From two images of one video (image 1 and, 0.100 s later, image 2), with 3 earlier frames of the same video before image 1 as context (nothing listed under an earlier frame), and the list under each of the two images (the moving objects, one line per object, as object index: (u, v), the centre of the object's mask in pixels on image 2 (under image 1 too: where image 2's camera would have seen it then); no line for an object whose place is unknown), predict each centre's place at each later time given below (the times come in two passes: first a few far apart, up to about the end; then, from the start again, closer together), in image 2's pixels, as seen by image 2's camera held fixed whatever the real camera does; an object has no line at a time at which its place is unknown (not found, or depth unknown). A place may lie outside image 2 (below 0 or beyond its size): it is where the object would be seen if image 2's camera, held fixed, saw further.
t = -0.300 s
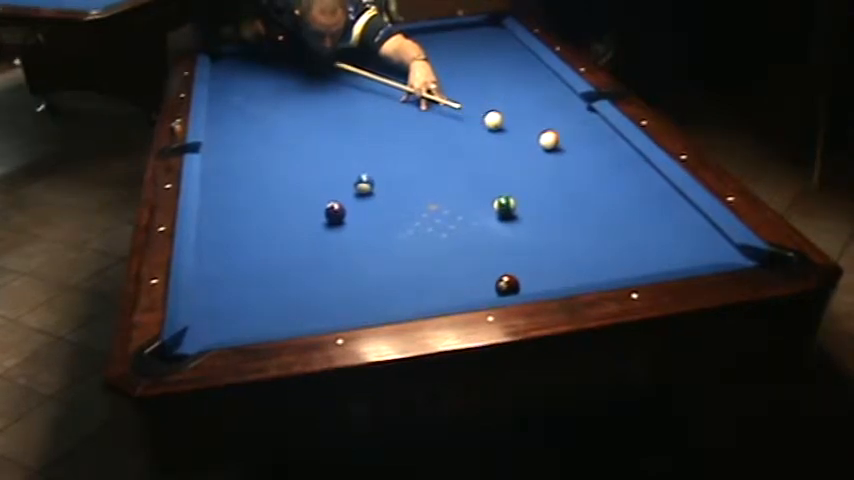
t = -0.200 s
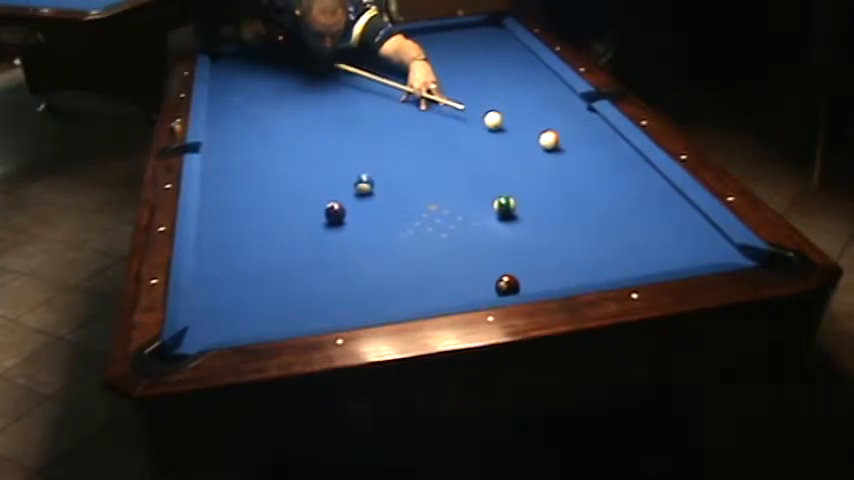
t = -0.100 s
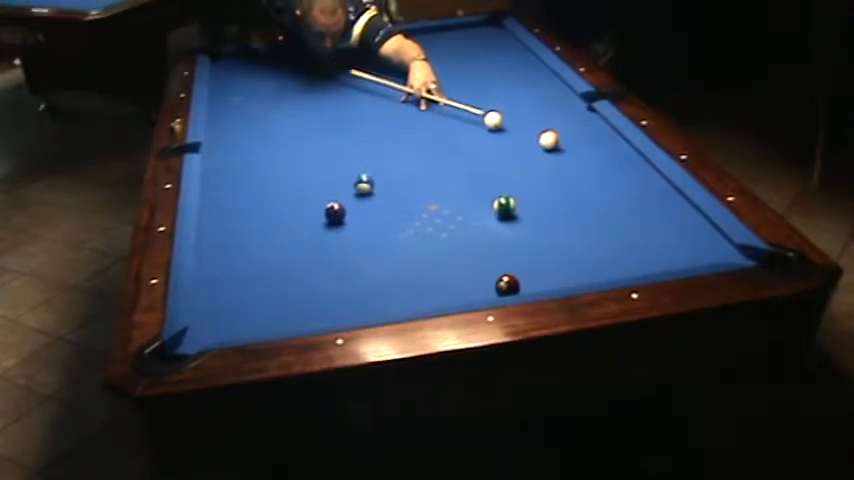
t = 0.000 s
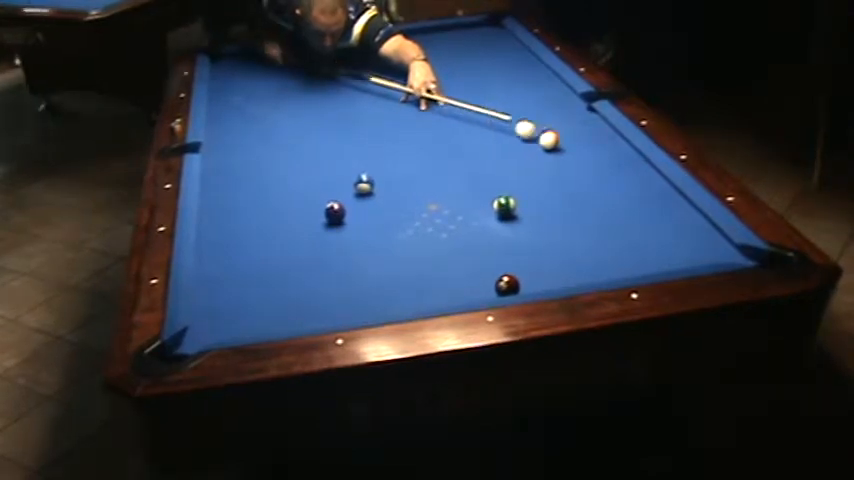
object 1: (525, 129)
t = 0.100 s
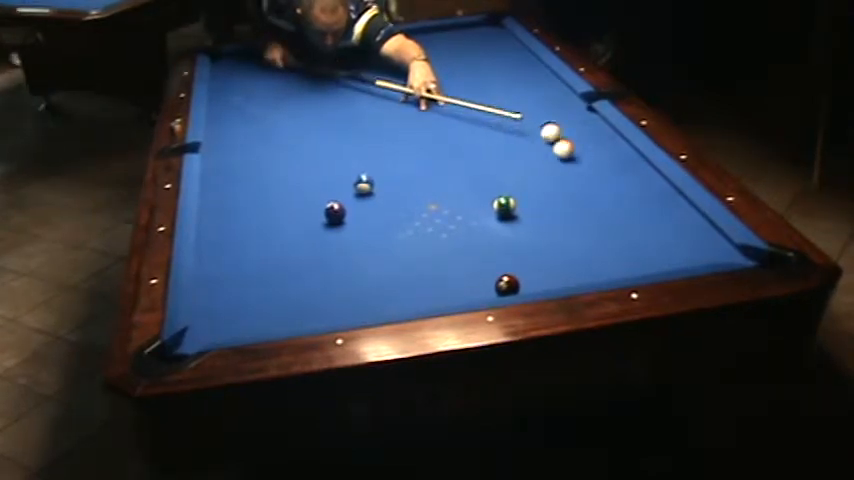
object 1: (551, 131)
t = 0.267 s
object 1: (583, 132)
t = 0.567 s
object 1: (597, 137)
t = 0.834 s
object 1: (577, 144)
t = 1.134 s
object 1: (555, 150)
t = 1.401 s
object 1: (537, 156)
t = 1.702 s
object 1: (518, 162)
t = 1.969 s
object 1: (502, 167)
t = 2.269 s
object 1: (485, 172)
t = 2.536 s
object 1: (472, 176)
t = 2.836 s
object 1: (459, 180)
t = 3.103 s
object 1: (450, 183)
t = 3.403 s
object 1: (440, 185)
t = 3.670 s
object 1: (434, 187)
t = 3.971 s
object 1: (429, 189)
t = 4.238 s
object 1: (427, 190)
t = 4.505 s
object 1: (425, 190)
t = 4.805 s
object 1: (425, 190)
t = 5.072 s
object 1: (425, 190)
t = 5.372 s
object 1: (425, 190)
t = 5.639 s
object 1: (425, 190)
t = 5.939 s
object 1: (425, 190)
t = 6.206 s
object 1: (425, 190)
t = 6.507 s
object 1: (425, 190)
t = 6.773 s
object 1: (425, 190)
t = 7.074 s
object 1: (425, 190)
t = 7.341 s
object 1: (425, 190)
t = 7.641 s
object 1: (425, 190)
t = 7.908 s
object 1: (425, 190)
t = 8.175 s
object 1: (425, 190)
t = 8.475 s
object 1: (425, 190)
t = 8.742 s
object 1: (425, 190)
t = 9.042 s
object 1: (425, 190)
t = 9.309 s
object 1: (425, 190)
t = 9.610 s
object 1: (425, 190)
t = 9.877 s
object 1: (425, 190)
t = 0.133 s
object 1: (557, 131)
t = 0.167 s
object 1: (563, 131)
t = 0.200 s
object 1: (569, 132)
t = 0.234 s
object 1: (576, 132)
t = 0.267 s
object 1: (583, 132)
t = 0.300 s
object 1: (590, 132)
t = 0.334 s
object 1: (597, 132)
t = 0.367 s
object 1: (605, 133)
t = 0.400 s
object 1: (610, 133)
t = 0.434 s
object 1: (607, 134)
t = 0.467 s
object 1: (605, 135)
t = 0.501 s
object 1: (602, 135)
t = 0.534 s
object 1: (598, 136)
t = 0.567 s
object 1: (597, 137)
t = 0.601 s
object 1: (594, 138)
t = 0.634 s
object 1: (592, 139)
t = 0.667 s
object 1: (589, 140)
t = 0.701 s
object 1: (587, 141)
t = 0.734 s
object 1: (585, 141)
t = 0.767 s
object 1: (582, 143)
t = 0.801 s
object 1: (580, 144)
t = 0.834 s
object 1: (577, 144)
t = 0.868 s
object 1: (575, 145)
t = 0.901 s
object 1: (572, 146)
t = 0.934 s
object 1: (569, 146)
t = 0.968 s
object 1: (567, 147)
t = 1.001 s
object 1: (565, 148)
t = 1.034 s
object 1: (562, 148)
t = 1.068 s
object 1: (560, 149)
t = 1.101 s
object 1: (558, 150)
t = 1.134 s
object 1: (555, 150)
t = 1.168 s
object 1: (553, 151)
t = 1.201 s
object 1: (551, 152)
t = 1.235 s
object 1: (549, 153)
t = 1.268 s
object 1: (546, 154)
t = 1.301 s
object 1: (544, 155)
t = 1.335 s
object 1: (542, 155)
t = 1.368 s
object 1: (539, 156)
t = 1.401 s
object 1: (537, 156)
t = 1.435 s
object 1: (535, 157)
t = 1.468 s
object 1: (533, 158)
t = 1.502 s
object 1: (531, 158)
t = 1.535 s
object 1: (529, 159)
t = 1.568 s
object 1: (527, 159)
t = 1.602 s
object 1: (524, 160)
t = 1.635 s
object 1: (522, 161)
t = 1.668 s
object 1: (520, 161)
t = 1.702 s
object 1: (518, 162)
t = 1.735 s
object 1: (516, 163)
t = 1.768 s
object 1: (514, 163)
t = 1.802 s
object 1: (512, 164)
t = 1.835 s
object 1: (510, 165)
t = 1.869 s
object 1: (508, 165)
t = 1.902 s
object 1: (505, 165)
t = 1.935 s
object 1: (504, 166)
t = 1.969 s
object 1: (502, 167)
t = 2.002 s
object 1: (500, 167)
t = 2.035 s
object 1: (498, 168)
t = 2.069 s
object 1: (497, 168)
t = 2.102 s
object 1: (494, 169)
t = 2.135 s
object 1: (493, 170)
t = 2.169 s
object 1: (491, 170)
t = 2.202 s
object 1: (489, 171)
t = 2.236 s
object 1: (487, 171)
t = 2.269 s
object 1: (485, 172)
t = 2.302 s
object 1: (483, 173)
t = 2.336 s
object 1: (482, 173)
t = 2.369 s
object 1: (480, 173)
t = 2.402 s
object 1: (479, 174)
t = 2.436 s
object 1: (477, 174)
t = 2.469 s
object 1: (475, 175)
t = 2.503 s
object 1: (474, 175)
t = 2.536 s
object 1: (472, 176)
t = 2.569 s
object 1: (470, 176)
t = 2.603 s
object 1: (469, 177)
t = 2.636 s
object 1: (467, 177)
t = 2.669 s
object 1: (466, 178)
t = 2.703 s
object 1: (465, 178)
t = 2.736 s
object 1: (464, 179)
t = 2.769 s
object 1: (462, 179)
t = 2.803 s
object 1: (461, 179)
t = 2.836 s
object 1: (459, 180)
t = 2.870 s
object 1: (458, 180)
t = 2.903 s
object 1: (456, 180)
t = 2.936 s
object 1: (455, 181)
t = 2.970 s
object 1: (454, 181)
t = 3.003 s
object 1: (453, 182)
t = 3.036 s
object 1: (451, 182)
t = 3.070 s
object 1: (450, 183)
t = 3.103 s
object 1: (450, 183)
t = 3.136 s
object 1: (448, 183)
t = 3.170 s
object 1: (447, 183)
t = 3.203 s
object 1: (446, 184)
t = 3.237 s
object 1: (445, 184)
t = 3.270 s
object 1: (444, 185)
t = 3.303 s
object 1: (443, 185)
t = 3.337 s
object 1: (442, 185)
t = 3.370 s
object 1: (442, 185)
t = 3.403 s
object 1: (440, 185)
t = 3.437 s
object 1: (439, 186)
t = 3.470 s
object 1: (438, 186)
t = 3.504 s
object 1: (438, 186)
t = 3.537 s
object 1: (437, 186)
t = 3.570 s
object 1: (436, 187)
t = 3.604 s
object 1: (435, 187)
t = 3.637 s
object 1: (434, 187)
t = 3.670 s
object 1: (434, 187)
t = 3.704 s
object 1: (433, 188)
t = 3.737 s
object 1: (432, 188)
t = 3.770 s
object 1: (431, 188)
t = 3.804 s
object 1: (431, 188)
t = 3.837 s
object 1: (430, 189)
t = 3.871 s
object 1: (430, 189)
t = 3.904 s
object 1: (430, 189)
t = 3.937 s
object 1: (429, 189)
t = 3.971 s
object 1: (429, 189)
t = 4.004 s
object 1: (428, 189)
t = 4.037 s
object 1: (428, 189)
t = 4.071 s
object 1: (428, 190)
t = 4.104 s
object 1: (428, 190)
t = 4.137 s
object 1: (427, 190)
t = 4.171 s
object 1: (427, 190)
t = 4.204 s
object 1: (427, 190)
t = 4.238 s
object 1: (427, 190)
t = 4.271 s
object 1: (426, 190)
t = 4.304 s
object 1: (426, 190)
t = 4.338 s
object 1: (426, 190)
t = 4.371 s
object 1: (425, 190)
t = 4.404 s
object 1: (425, 190)
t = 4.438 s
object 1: (425, 190)
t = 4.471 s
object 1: (425, 190)
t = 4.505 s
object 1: (425, 190)
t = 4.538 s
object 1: (425, 190)
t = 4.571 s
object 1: (425, 190)
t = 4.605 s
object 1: (425, 190)
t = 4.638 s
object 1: (425, 190)
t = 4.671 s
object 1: (425, 190)
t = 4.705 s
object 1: (425, 190)
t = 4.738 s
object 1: (425, 190)
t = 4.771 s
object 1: (425, 190)
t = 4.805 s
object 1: (425, 190)
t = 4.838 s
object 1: (425, 190)
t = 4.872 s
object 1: (425, 190)
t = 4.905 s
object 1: (425, 190)
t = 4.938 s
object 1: (425, 190)
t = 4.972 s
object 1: (425, 190)
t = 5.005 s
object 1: (425, 190)
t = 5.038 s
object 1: (425, 190)
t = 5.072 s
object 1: (425, 190)
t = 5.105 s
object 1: (425, 190)
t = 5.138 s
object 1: (425, 190)
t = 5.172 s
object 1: (425, 190)
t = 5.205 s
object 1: (425, 190)
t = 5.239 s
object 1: (425, 190)
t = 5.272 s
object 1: (425, 190)
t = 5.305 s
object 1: (425, 190)
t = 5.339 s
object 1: (425, 190)
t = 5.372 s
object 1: (425, 190)
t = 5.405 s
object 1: (425, 190)
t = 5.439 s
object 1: (425, 190)
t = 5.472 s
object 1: (425, 190)
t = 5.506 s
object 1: (425, 190)
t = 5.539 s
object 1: (425, 190)
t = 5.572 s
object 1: (425, 190)
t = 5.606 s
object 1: (425, 190)
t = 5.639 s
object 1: (425, 190)
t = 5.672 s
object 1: (425, 190)
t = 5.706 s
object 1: (425, 190)
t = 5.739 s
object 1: (425, 190)
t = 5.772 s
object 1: (425, 190)
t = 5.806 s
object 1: (425, 190)
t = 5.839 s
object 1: (425, 190)
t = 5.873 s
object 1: (425, 190)
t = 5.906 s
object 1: (425, 190)
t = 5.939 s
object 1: (425, 190)
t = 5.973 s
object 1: (425, 190)
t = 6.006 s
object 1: (425, 190)
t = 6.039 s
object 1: (425, 190)
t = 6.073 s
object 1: (425, 190)
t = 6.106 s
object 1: (425, 190)
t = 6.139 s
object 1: (425, 190)
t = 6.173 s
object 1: (425, 190)
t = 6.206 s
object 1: (425, 190)
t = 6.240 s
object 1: (425, 190)
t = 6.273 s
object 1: (425, 190)
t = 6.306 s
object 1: (425, 190)
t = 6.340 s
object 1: (425, 190)
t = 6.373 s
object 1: (425, 190)
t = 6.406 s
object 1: (425, 190)
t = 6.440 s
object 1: (425, 190)
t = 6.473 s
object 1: (425, 190)
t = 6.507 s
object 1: (425, 190)
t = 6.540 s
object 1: (425, 190)
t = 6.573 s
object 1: (425, 190)
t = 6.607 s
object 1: (425, 190)
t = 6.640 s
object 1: (425, 190)
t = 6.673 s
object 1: (425, 190)
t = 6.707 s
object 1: (425, 190)
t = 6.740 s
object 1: (425, 190)
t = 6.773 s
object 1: (425, 190)
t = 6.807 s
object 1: (425, 190)
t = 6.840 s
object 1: (425, 190)
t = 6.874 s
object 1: (425, 190)
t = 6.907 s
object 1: (425, 190)
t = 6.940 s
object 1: (425, 190)
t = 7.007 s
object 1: (425, 190)
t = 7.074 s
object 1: (425, 190)
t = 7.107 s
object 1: (425, 190)
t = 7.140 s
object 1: (425, 190)
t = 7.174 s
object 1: (425, 190)
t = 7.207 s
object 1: (425, 190)
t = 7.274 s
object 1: (425, 190)
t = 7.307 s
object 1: (425, 190)
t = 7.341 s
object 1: (425, 190)
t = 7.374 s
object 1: (425, 190)
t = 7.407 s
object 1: (425, 190)
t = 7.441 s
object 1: (425, 190)
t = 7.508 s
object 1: (425, 190)
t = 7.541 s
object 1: (425, 190)
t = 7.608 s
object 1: (425, 190)
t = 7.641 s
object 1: (425, 190)
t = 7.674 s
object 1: (425, 190)
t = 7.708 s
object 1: (425, 190)
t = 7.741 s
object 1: (425, 190)
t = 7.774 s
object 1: (425, 190)
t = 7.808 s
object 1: (425, 190)
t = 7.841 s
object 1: (425, 190)
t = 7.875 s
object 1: (425, 190)
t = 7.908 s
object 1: (425, 190)
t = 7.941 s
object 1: (425, 190)
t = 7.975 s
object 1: (425, 190)
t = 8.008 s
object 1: (425, 190)
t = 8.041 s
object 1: (425, 190)
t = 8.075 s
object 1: (425, 190)
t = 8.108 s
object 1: (425, 190)
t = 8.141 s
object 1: (425, 190)
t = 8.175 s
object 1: (425, 190)
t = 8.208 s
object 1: (425, 190)
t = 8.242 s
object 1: (425, 190)
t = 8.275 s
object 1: (425, 190)
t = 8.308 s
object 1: (425, 190)
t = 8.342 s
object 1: (425, 190)
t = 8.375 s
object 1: (425, 190)
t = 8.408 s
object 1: (425, 190)
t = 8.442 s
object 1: (425, 190)
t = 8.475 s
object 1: (425, 190)
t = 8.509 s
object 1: (425, 190)
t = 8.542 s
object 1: (425, 190)
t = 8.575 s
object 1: (425, 190)
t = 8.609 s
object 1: (425, 190)
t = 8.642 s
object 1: (425, 190)
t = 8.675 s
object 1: (425, 190)
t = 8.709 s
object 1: (425, 190)
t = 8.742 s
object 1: (425, 190)
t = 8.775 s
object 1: (425, 190)
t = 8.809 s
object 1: (425, 190)
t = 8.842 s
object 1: (425, 190)
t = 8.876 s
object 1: (425, 190)
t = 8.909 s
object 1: (425, 190)
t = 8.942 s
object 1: (425, 190)
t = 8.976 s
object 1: (425, 190)
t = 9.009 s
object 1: (425, 190)
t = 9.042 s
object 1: (425, 190)
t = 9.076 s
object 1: (425, 190)
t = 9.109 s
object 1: (425, 190)
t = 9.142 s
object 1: (425, 190)
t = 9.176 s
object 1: (425, 190)
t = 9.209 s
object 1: (425, 190)
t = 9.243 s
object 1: (425, 190)
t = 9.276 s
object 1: (425, 190)
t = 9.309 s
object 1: (425, 190)
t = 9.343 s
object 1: (425, 190)
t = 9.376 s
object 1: (425, 190)
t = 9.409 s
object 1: (425, 190)
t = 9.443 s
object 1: (425, 190)
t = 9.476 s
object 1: (425, 190)
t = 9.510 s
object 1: (425, 190)
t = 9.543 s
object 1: (425, 190)
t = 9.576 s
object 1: (425, 190)
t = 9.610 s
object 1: (425, 190)
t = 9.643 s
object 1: (425, 190)
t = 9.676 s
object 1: (425, 190)
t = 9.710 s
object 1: (425, 190)
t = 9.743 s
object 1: (425, 190)
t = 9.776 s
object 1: (425, 190)
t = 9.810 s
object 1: (425, 190)
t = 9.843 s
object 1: (425, 190)
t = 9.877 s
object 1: (425, 190)
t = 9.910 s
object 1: (425, 190)
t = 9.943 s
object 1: (425, 190)
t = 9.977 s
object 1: (425, 190)
